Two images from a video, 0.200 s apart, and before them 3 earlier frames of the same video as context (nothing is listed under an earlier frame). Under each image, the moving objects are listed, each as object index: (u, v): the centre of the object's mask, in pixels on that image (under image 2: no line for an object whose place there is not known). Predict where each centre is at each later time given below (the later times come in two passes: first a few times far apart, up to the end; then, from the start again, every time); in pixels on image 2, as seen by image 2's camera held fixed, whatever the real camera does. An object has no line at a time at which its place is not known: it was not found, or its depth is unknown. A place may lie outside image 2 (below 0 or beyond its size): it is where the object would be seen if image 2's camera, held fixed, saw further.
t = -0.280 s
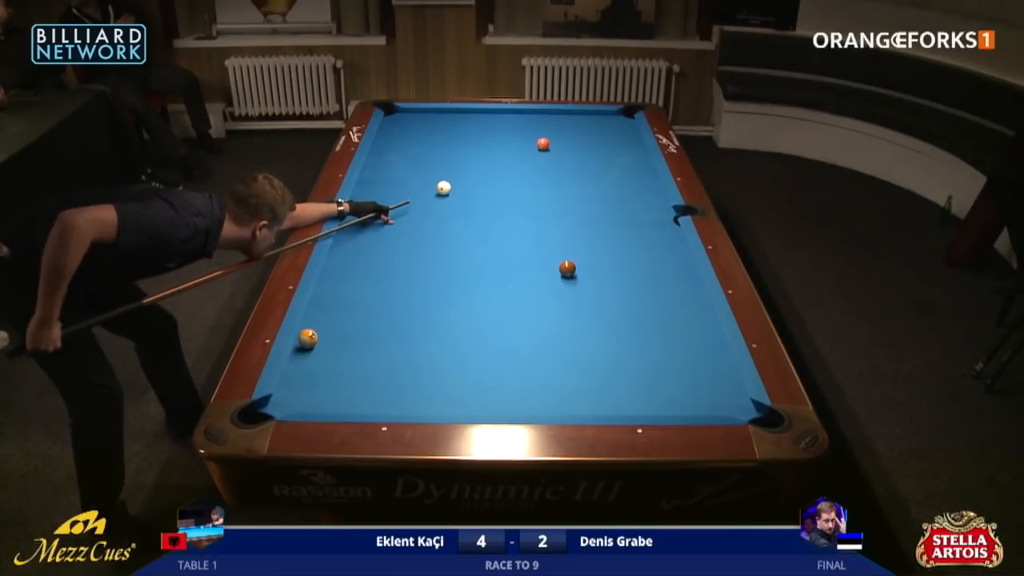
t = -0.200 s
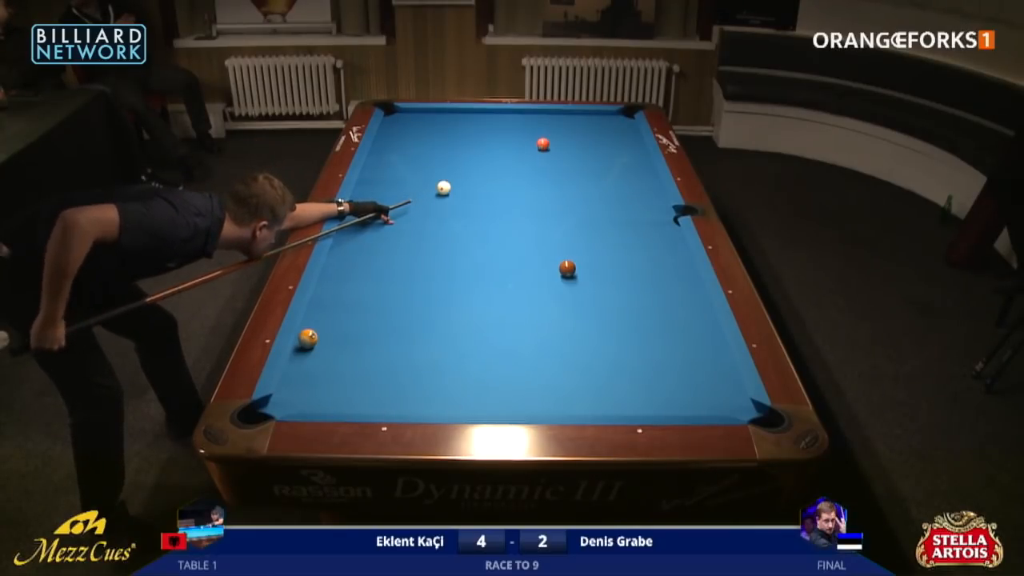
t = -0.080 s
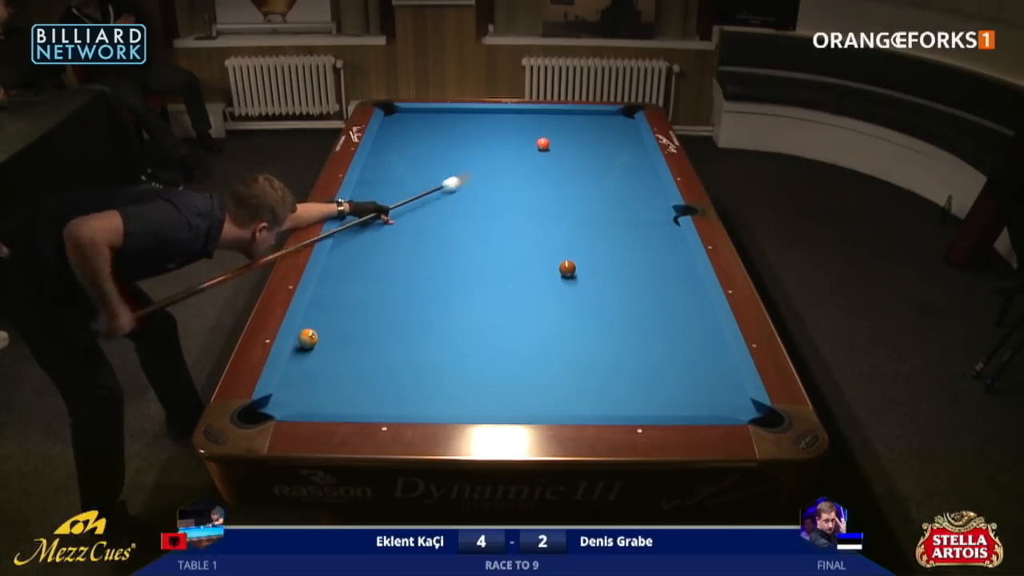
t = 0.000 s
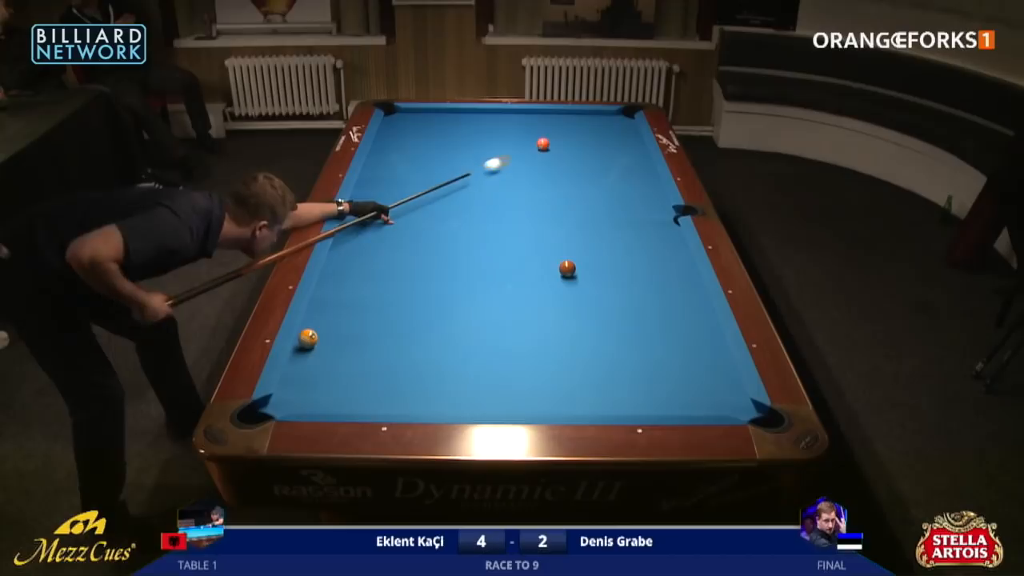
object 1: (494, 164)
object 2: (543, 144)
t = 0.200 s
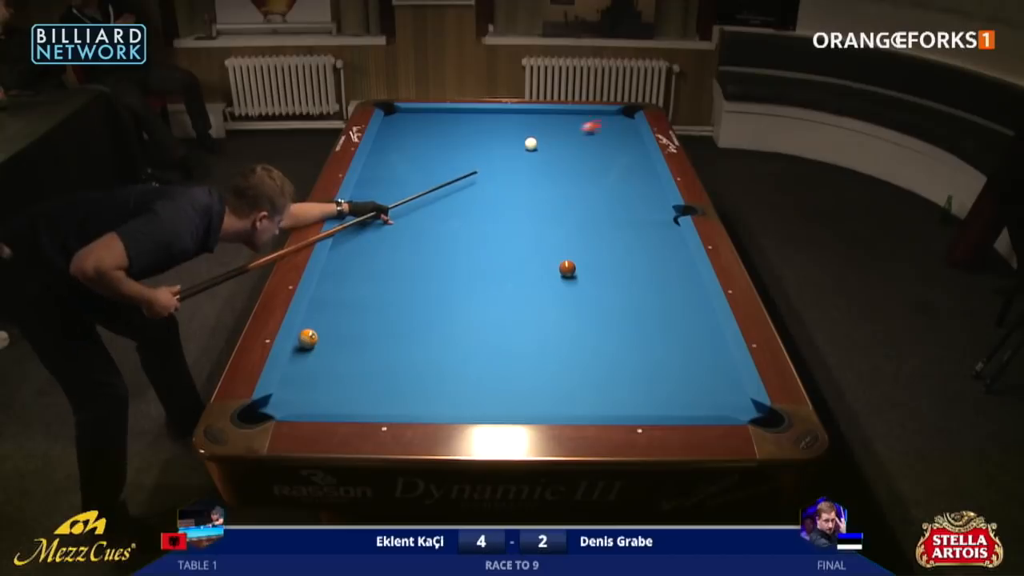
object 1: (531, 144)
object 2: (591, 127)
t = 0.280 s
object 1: (530, 141)
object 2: (619, 117)
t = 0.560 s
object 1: (542, 128)
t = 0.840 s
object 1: (558, 114)
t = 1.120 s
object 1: (584, 118)
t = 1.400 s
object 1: (612, 125)
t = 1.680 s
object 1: (633, 133)
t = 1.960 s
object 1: (621, 140)
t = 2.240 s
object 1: (609, 147)
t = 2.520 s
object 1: (598, 153)
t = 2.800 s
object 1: (586, 161)
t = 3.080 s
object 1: (574, 167)
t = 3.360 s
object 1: (563, 174)
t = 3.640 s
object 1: (552, 180)
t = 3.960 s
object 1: (540, 186)
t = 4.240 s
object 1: (529, 192)
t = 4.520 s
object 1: (520, 197)
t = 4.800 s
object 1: (510, 202)
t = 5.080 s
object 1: (501, 207)
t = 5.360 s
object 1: (493, 211)
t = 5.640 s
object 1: (486, 214)
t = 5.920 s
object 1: (479, 217)
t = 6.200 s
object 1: (474, 220)
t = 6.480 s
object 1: (470, 222)
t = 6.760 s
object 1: (467, 223)
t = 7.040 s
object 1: (464, 224)
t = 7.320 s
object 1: (463, 225)
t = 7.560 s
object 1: (463, 225)
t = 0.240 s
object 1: (530, 142)
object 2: (606, 122)
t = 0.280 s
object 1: (530, 141)
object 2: (619, 117)
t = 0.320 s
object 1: (531, 139)
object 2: (631, 112)
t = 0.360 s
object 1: (532, 138)
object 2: (638, 109)
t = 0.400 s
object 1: (533, 136)
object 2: (632, 116)
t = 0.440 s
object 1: (535, 134)
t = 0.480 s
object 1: (537, 132)
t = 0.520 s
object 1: (540, 130)
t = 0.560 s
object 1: (542, 128)
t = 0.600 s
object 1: (545, 126)
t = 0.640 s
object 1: (547, 123)
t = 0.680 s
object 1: (550, 121)
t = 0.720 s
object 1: (552, 119)
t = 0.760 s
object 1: (554, 118)
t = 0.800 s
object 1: (556, 116)
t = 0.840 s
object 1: (558, 114)
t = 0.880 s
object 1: (561, 112)
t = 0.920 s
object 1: (564, 112)
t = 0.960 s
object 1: (568, 114)
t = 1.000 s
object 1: (572, 115)
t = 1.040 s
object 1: (576, 116)
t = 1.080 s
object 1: (580, 117)
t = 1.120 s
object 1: (584, 118)
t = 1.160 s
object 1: (588, 119)
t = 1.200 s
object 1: (592, 120)
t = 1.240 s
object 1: (596, 121)
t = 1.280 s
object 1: (600, 122)
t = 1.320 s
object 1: (604, 123)
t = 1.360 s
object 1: (607, 124)
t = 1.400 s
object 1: (612, 125)
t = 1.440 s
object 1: (616, 126)
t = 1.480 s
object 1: (619, 128)
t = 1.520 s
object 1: (623, 129)
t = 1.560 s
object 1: (627, 130)
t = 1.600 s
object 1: (631, 131)
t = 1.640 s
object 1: (634, 132)
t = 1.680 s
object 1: (633, 133)
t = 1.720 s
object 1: (631, 134)
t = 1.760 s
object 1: (630, 135)
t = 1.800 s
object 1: (628, 136)
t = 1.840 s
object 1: (626, 137)
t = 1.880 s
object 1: (625, 138)
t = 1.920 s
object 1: (623, 139)
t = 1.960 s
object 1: (621, 140)
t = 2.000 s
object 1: (620, 141)
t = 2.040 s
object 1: (618, 142)
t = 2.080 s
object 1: (616, 143)
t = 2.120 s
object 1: (615, 144)
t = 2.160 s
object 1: (613, 145)
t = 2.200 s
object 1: (611, 146)
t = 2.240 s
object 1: (609, 147)
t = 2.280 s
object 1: (608, 148)
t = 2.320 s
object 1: (606, 149)
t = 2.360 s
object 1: (604, 150)
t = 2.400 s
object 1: (603, 151)
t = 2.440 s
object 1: (601, 152)
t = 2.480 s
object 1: (599, 153)
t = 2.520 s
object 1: (598, 153)
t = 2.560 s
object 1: (596, 155)
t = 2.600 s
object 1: (594, 156)
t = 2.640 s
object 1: (593, 157)
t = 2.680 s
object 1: (591, 158)
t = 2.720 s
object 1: (589, 158)
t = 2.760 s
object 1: (588, 159)
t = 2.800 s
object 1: (586, 161)
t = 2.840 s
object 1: (584, 161)
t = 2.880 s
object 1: (583, 162)
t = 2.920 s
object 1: (581, 163)
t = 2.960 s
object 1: (579, 164)
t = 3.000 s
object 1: (578, 165)
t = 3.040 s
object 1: (576, 166)
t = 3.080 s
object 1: (574, 167)
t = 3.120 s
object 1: (573, 168)
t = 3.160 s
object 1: (571, 169)
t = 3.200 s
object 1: (570, 170)
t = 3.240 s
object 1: (568, 171)
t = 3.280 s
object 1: (566, 171)
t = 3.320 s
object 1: (565, 172)
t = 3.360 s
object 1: (563, 174)
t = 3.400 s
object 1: (561, 174)
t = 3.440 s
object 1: (560, 175)
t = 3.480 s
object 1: (558, 176)
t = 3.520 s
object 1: (557, 177)
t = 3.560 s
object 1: (555, 178)
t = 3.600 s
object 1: (554, 179)
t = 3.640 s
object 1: (552, 180)
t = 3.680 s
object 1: (551, 180)
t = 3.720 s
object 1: (549, 181)
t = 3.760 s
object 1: (548, 182)
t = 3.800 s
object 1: (546, 183)
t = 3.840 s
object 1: (544, 184)
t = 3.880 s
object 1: (543, 185)
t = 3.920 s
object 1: (541, 185)
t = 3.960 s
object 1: (540, 186)
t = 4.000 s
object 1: (538, 187)
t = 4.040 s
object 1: (537, 188)
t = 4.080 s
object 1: (535, 189)
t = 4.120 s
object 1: (534, 190)
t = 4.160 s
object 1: (532, 190)
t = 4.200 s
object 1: (531, 191)
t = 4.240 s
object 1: (529, 192)
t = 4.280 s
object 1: (528, 193)
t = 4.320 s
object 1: (527, 193)
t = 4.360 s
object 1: (525, 194)
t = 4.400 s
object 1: (524, 195)
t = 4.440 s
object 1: (522, 196)
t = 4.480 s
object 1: (521, 197)
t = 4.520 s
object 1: (520, 197)
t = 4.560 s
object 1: (518, 198)
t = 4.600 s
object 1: (517, 199)
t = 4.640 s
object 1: (515, 199)
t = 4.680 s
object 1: (514, 200)
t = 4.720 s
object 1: (513, 201)
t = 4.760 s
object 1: (512, 202)
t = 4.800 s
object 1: (510, 202)
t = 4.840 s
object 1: (509, 203)
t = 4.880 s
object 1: (508, 203)
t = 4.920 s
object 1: (507, 204)
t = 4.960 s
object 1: (505, 205)
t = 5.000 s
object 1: (504, 205)
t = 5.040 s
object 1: (503, 206)
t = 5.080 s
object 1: (501, 207)
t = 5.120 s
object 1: (500, 207)
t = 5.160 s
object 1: (499, 208)
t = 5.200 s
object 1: (498, 208)
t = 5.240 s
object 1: (497, 209)
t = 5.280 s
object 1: (495, 209)
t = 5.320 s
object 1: (494, 210)
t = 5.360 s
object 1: (493, 211)
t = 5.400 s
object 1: (492, 211)
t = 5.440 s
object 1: (491, 212)
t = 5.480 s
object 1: (490, 212)
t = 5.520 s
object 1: (489, 212)
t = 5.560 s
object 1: (488, 213)
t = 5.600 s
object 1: (487, 214)
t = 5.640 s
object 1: (486, 214)
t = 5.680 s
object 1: (485, 214)
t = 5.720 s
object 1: (484, 215)
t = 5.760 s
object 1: (483, 216)
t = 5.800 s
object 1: (482, 216)
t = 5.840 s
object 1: (481, 216)
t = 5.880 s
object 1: (480, 217)
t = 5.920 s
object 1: (479, 217)
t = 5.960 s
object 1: (478, 217)
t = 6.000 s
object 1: (478, 218)
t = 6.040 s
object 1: (477, 218)
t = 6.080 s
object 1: (476, 219)
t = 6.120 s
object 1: (475, 219)
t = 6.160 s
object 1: (475, 219)
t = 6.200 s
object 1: (474, 220)
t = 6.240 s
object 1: (473, 220)
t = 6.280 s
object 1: (473, 220)
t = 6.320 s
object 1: (472, 221)
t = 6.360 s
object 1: (471, 221)
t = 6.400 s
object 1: (471, 221)
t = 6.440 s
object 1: (470, 222)
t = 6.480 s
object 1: (470, 222)
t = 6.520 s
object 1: (469, 222)
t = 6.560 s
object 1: (469, 222)
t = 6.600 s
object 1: (468, 222)
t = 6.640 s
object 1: (468, 223)
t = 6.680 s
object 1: (467, 223)
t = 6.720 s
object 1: (467, 223)
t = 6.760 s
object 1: (467, 223)
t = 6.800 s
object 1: (466, 224)
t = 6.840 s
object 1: (466, 224)
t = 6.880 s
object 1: (465, 224)
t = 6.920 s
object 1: (465, 224)
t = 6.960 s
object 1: (465, 224)
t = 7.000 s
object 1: (464, 224)
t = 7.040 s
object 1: (464, 224)
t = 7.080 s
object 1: (464, 225)
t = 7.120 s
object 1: (464, 225)
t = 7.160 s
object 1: (464, 225)
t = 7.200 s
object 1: (464, 225)
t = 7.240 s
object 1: (463, 225)
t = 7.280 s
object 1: (463, 225)
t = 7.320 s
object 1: (463, 225)
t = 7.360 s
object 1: (463, 225)
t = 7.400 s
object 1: (463, 225)
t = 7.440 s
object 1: (463, 225)
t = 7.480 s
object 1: (463, 225)
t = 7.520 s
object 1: (463, 225)
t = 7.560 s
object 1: (463, 225)
